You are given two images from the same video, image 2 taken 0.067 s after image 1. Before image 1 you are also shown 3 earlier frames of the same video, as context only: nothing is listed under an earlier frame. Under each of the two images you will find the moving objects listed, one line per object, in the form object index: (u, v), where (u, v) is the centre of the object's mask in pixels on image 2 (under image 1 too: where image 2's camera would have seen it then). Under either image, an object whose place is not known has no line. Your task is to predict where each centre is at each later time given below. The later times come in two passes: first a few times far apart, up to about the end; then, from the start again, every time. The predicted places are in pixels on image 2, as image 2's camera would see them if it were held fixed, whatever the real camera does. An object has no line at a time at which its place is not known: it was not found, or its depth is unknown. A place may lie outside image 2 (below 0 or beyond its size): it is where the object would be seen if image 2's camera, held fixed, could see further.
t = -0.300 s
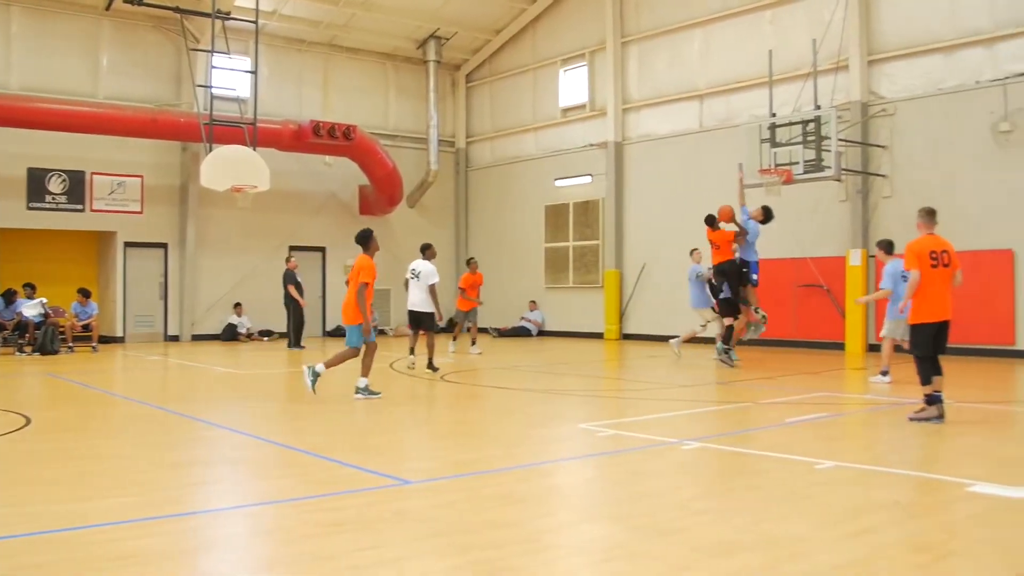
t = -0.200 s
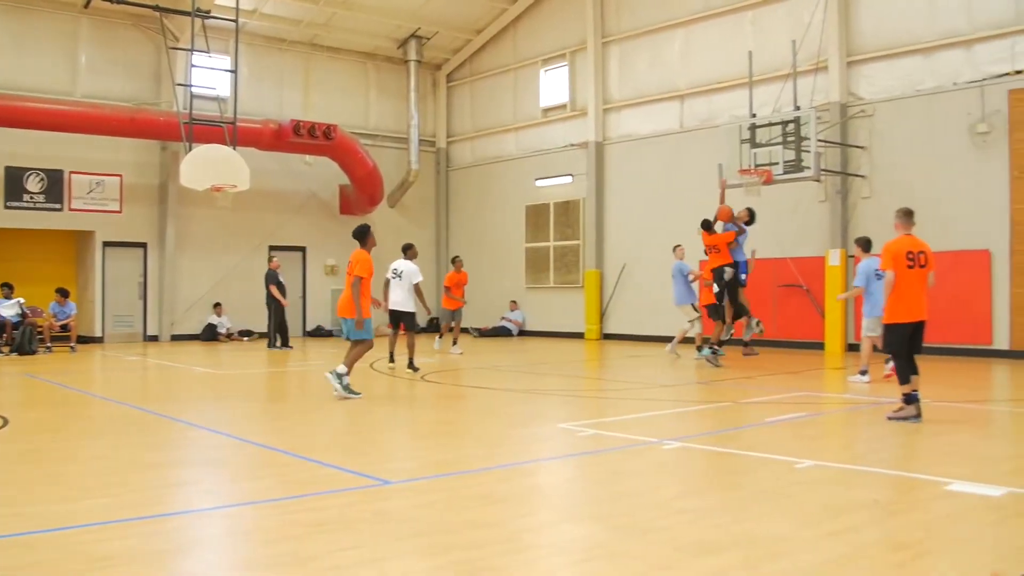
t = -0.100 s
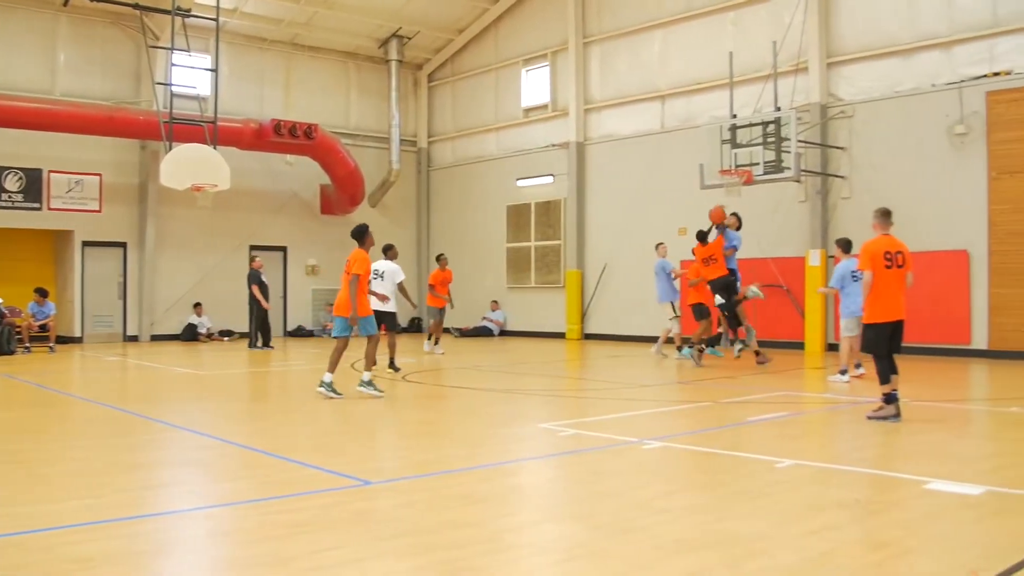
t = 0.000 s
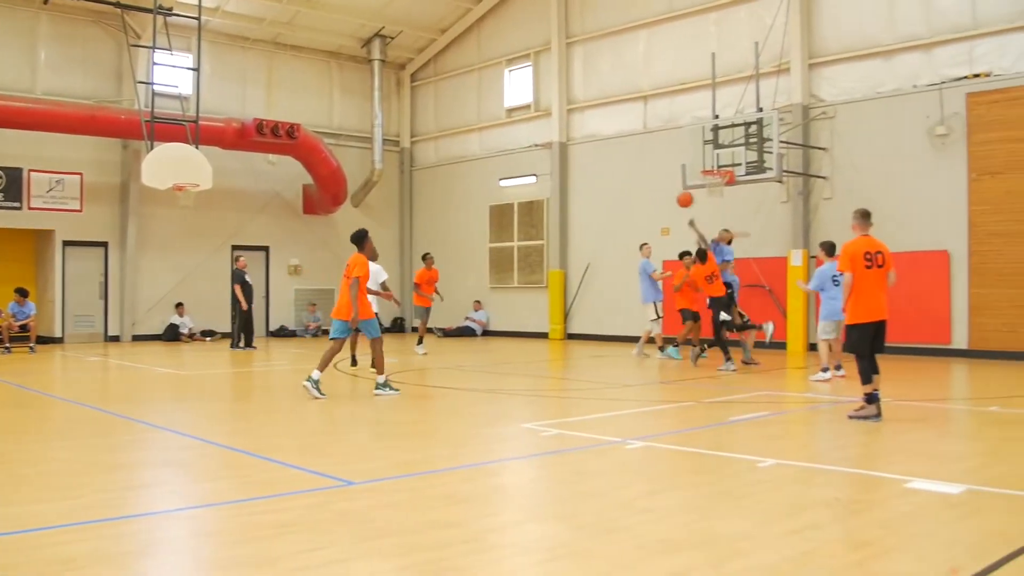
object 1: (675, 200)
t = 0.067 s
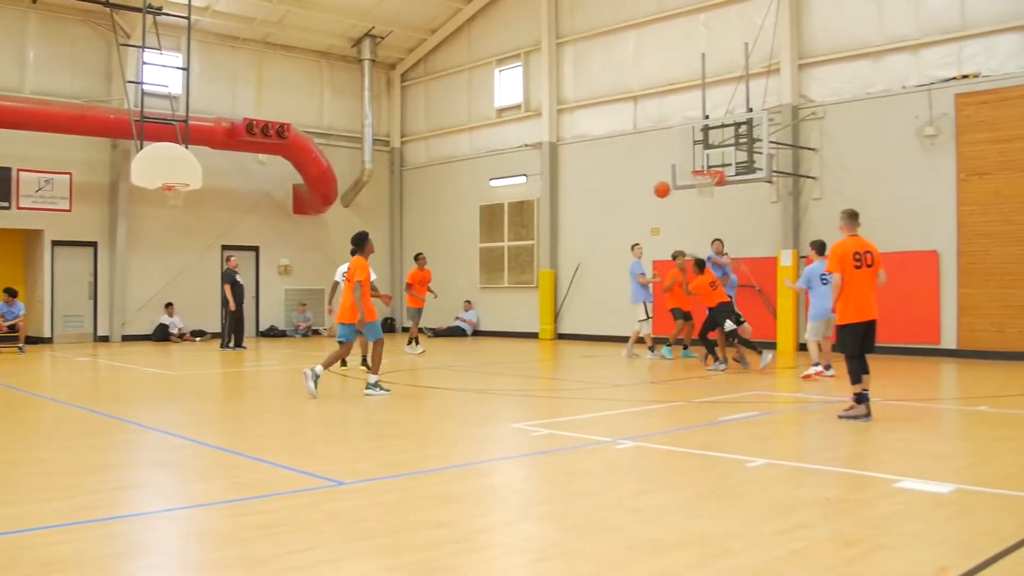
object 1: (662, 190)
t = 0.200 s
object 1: (635, 178)
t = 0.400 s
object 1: (595, 186)
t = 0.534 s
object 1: (569, 208)
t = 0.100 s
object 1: (655, 186)
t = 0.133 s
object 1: (649, 182)
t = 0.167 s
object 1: (642, 180)
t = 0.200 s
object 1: (635, 178)
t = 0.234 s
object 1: (629, 178)
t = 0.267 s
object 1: (622, 178)
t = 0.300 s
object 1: (615, 178)
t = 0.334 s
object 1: (608, 180)
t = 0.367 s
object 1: (602, 183)
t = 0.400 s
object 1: (595, 186)
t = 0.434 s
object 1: (588, 190)
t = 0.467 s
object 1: (582, 195)
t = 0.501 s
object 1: (575, 201)
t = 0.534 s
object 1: (569, 208)
